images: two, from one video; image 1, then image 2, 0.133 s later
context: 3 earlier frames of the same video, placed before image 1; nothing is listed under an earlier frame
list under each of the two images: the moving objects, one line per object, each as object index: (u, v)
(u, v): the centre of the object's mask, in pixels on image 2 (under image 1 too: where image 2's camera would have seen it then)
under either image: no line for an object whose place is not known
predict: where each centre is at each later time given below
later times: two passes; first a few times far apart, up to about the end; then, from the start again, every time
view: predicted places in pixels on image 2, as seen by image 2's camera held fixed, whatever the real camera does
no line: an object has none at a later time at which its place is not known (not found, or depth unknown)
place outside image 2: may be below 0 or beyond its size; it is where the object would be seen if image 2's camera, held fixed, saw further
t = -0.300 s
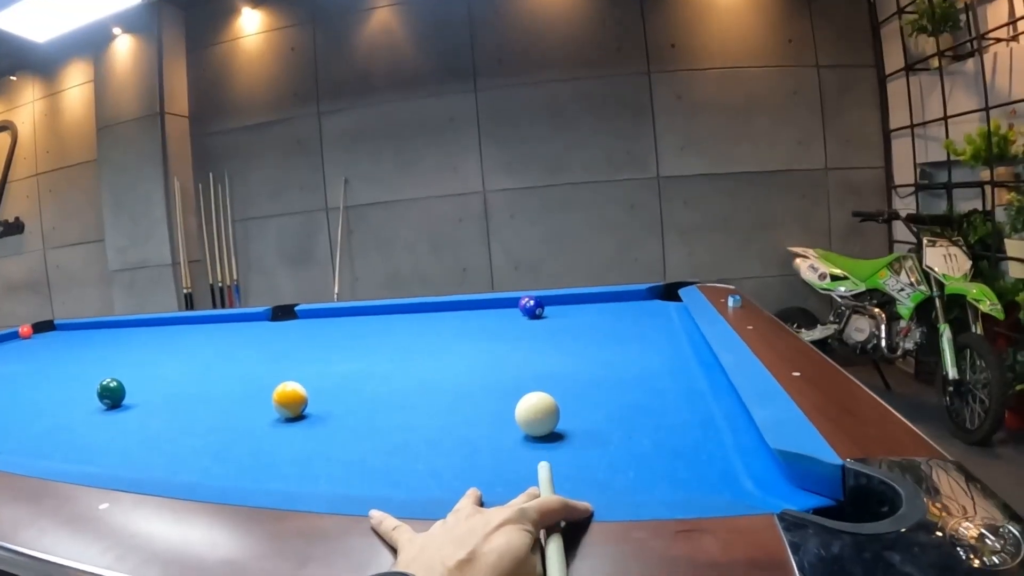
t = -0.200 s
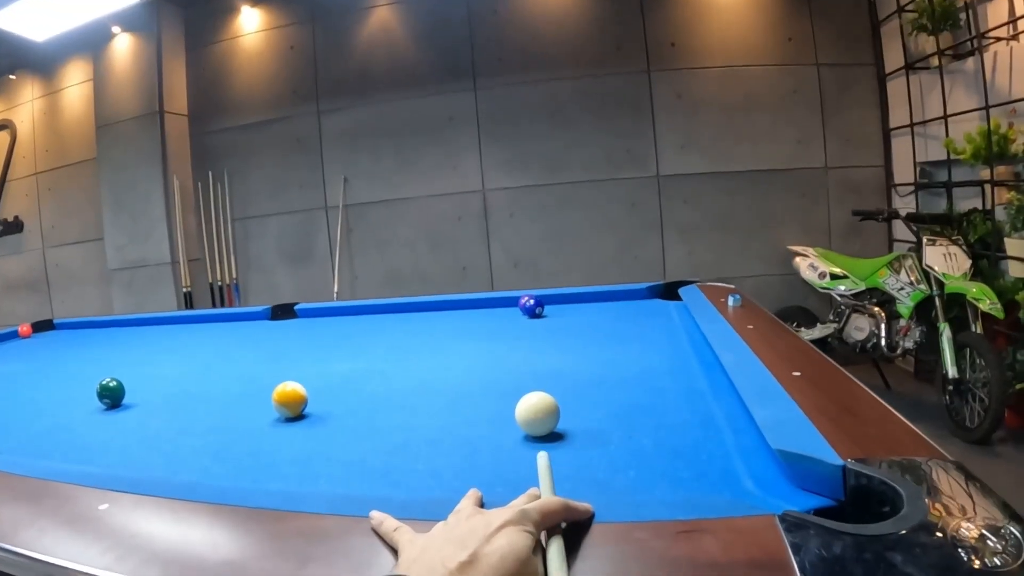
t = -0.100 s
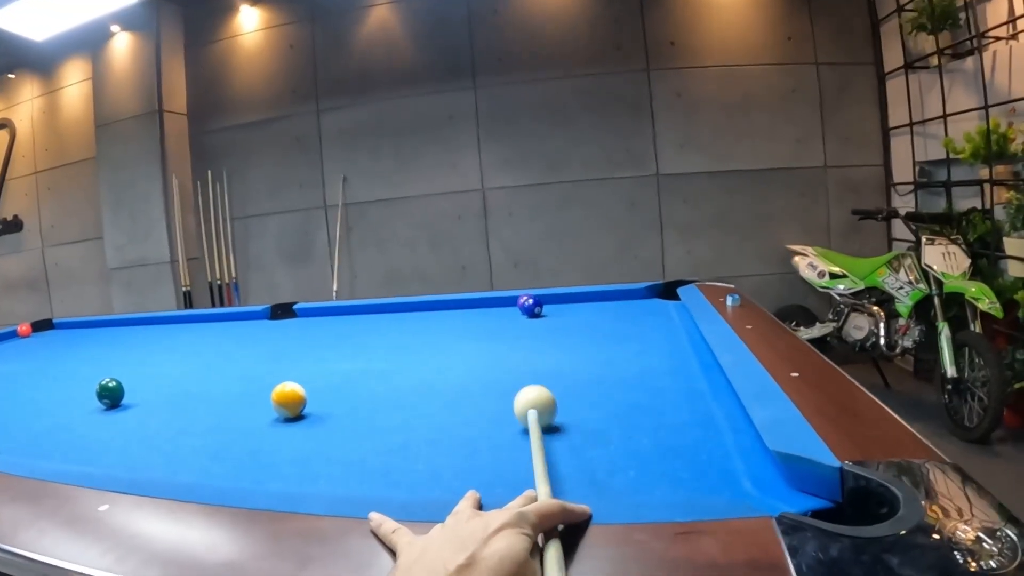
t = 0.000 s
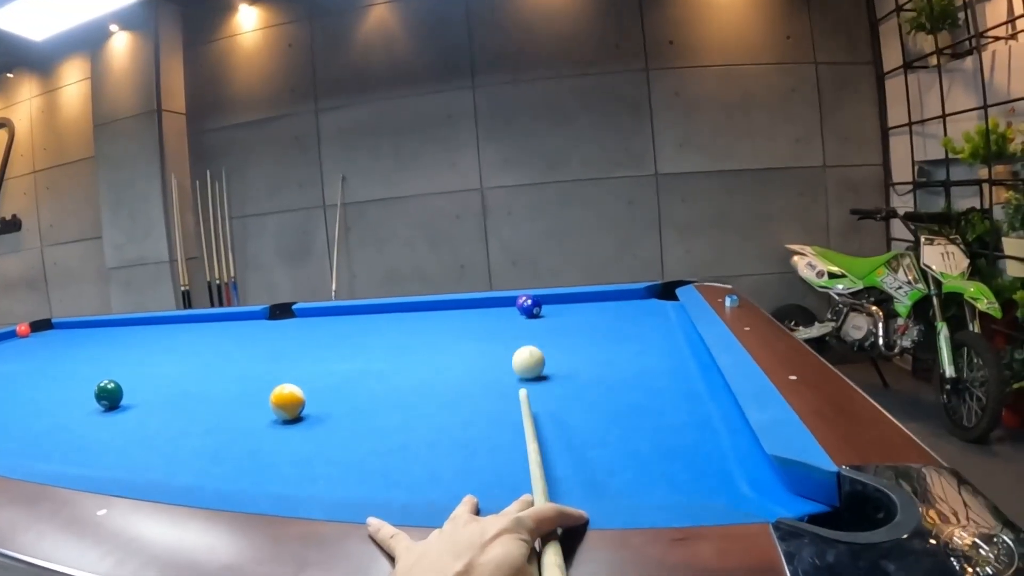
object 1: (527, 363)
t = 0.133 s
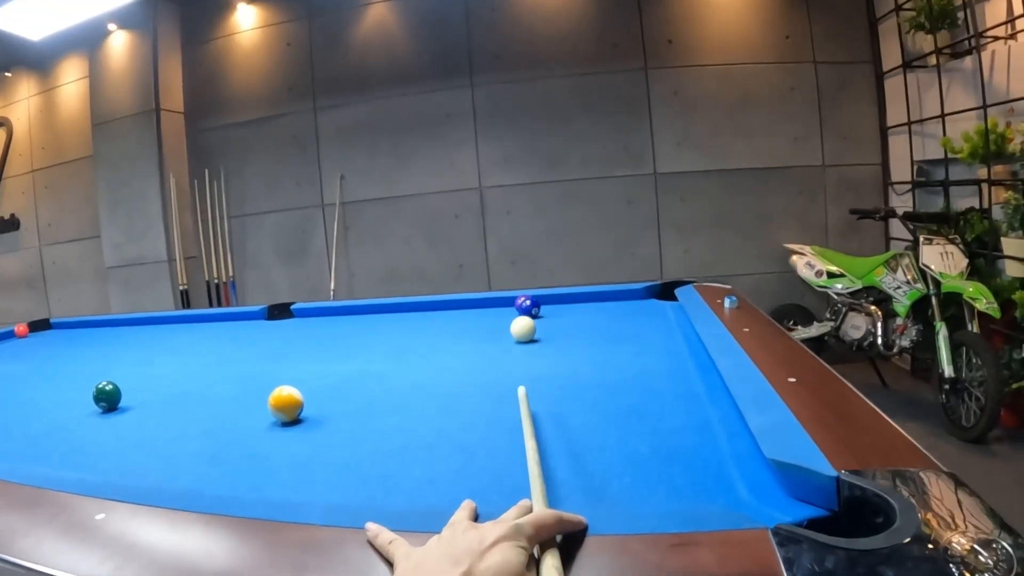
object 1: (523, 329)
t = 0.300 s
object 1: (502, 311)
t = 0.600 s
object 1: (442, 304)
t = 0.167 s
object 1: (522, 323)
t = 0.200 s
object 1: (522, 317)
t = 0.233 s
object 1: (521, 312)
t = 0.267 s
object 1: (512, 311)
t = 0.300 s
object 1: (502, 311)
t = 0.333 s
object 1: (493, 311)
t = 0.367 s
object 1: (485, 310)
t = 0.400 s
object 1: (478, 309)
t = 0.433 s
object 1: (471, 309)
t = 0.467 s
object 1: (465, 308)
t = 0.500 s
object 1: (459, 307)
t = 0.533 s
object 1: (453, 306)
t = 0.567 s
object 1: (448, 305)
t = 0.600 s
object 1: (442, 304)
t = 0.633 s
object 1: (435, 305)
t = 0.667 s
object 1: (428, 306)
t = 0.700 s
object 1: (421, 308)
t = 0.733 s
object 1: (414, 309)
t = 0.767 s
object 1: (406, 310)
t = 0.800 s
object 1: (399, 311)
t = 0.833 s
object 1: (392, 313)
